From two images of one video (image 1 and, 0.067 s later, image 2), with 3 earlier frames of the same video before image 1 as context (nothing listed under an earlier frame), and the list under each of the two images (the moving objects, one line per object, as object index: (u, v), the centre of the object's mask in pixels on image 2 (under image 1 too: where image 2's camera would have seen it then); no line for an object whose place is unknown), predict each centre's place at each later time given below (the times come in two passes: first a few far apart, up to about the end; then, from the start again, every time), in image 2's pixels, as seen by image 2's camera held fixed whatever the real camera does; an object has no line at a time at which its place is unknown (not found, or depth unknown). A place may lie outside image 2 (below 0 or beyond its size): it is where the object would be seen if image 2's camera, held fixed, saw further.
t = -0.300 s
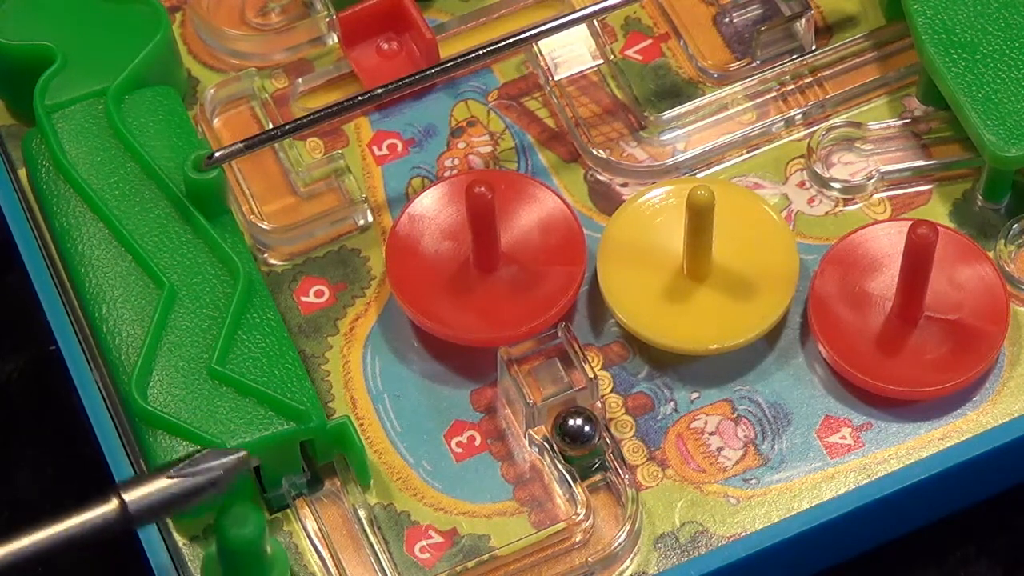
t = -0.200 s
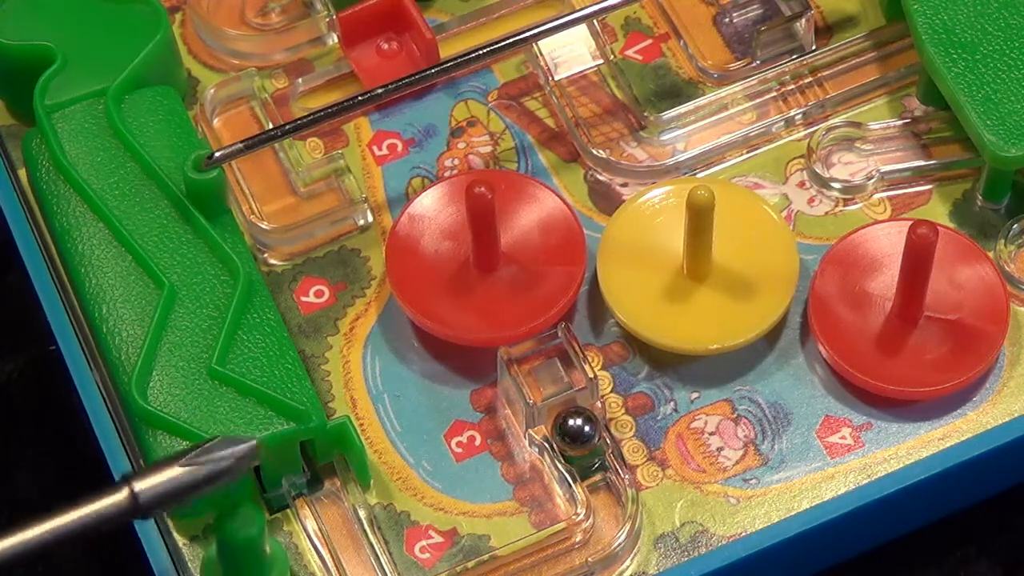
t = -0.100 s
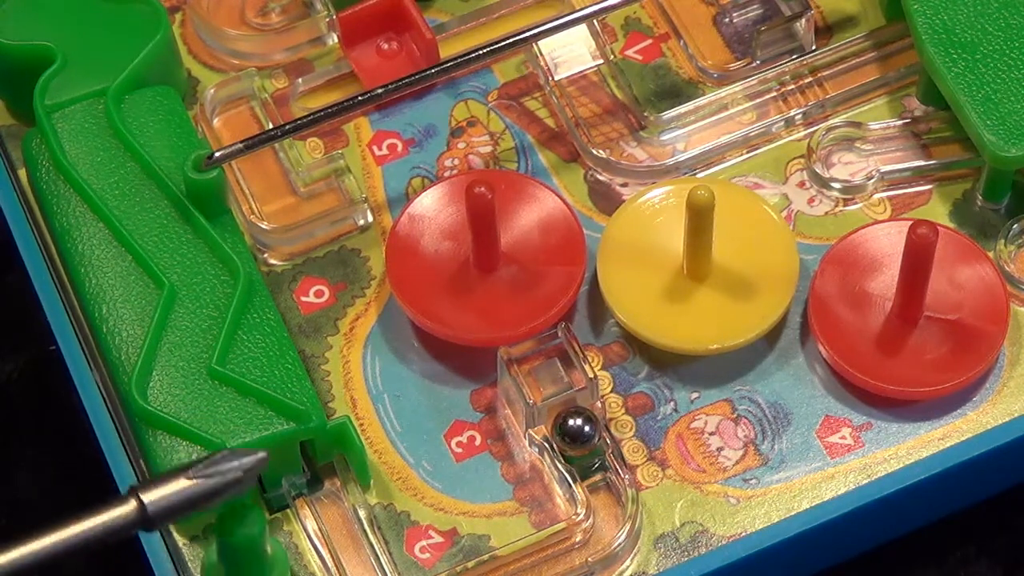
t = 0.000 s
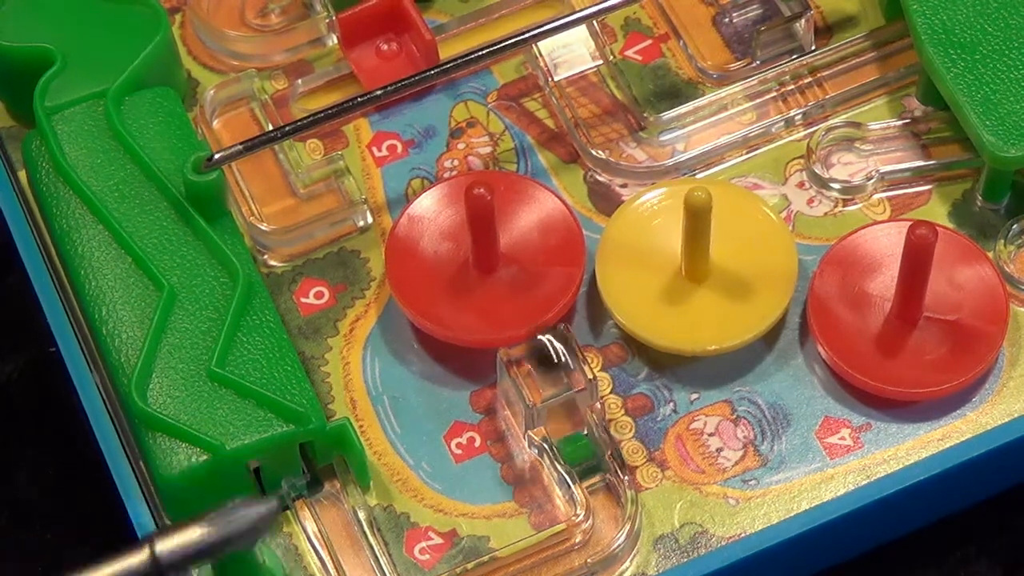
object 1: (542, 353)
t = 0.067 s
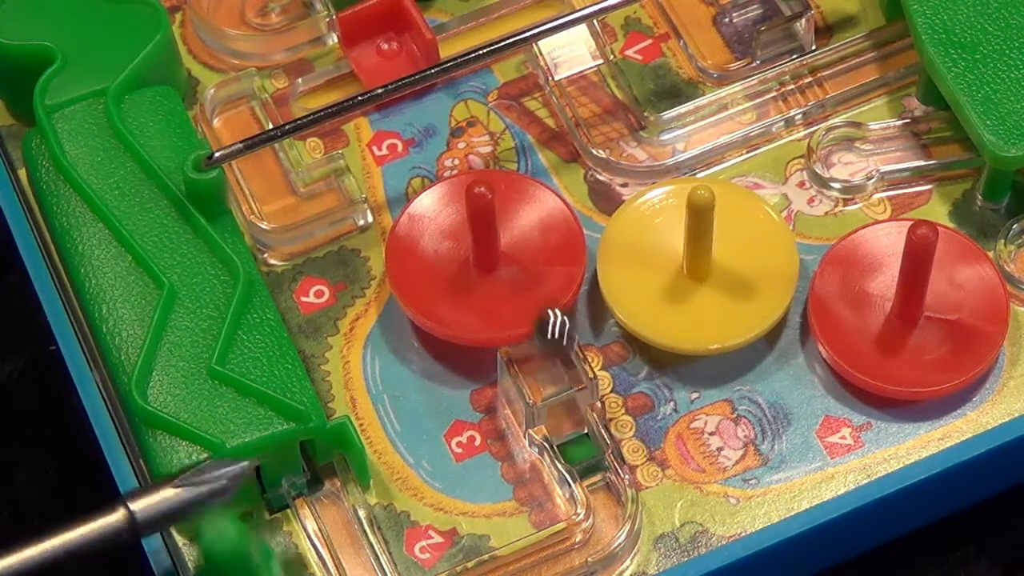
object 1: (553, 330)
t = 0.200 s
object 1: (500, 273)
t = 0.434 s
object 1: (500, 272)
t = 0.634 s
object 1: (516, 261)
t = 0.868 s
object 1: (523, 229)
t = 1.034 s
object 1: (512, 210)
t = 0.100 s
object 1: (542, 314)
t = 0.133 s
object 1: (526, 308)
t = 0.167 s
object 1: (512, 288)
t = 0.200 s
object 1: (500, 273)
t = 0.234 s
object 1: (498, 273)
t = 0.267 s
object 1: (495, 273)
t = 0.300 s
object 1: (494, 274)
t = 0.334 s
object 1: (495, 274)
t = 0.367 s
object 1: (496, 273)
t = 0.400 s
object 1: (498, 273)
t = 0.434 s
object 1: (500, 272)
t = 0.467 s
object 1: (502, 271)
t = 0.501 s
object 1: (504, 270)
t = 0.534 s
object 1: (507, 269)
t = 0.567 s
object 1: (510, 267)
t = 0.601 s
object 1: (513, 265)
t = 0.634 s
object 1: (516, 261)
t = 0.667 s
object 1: (519, 258)
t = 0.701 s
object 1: (521, 254)
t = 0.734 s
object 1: (524, 249)
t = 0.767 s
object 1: (525, 245)
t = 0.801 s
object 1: (526, 240)
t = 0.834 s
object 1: (525, 234)
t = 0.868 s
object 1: (523, 229)
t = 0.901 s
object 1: (522, 224)
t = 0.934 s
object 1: (520, 220)
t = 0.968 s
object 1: (518, 215)
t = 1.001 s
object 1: (514, 213)
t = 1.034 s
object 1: (512, 210)
